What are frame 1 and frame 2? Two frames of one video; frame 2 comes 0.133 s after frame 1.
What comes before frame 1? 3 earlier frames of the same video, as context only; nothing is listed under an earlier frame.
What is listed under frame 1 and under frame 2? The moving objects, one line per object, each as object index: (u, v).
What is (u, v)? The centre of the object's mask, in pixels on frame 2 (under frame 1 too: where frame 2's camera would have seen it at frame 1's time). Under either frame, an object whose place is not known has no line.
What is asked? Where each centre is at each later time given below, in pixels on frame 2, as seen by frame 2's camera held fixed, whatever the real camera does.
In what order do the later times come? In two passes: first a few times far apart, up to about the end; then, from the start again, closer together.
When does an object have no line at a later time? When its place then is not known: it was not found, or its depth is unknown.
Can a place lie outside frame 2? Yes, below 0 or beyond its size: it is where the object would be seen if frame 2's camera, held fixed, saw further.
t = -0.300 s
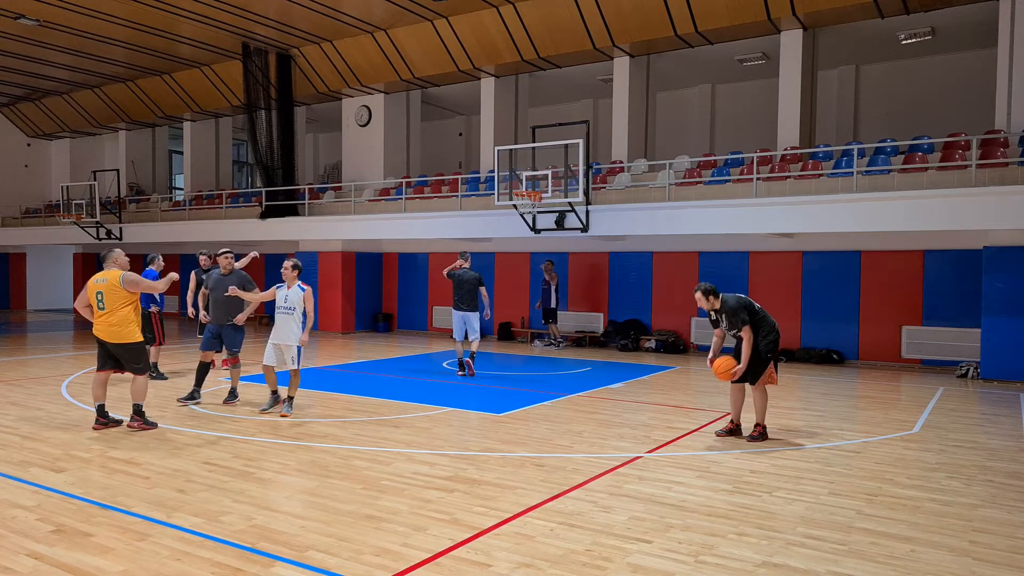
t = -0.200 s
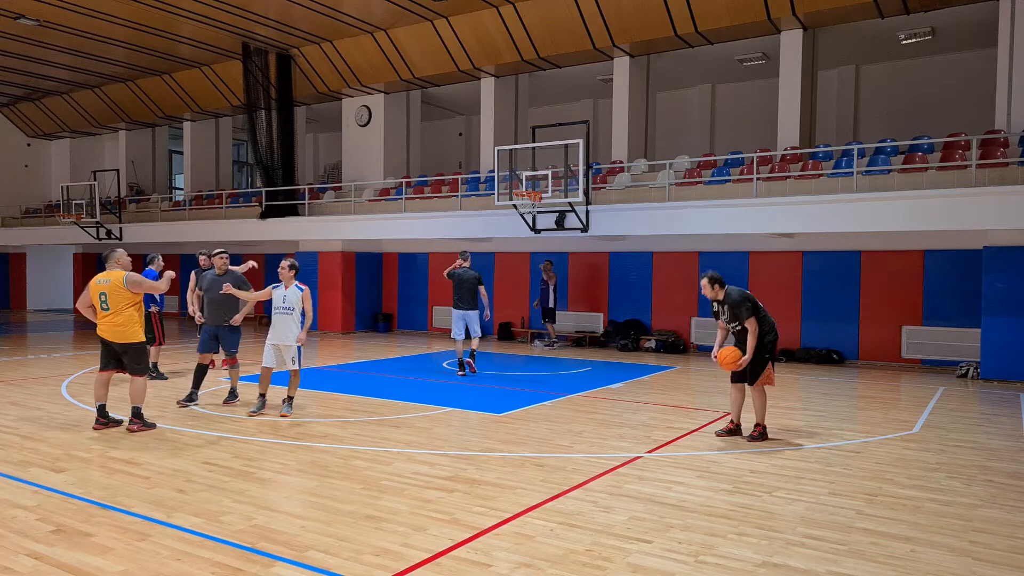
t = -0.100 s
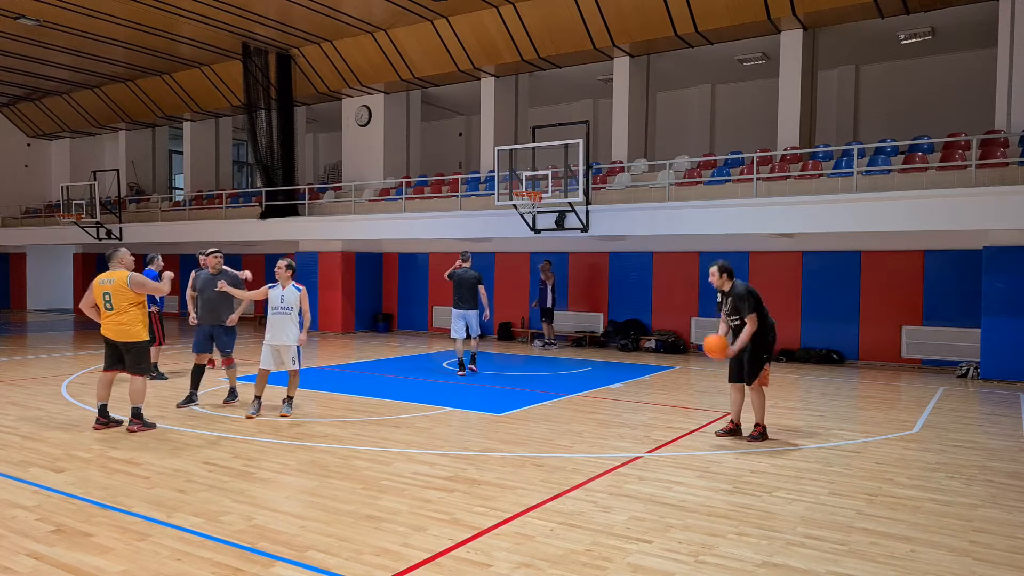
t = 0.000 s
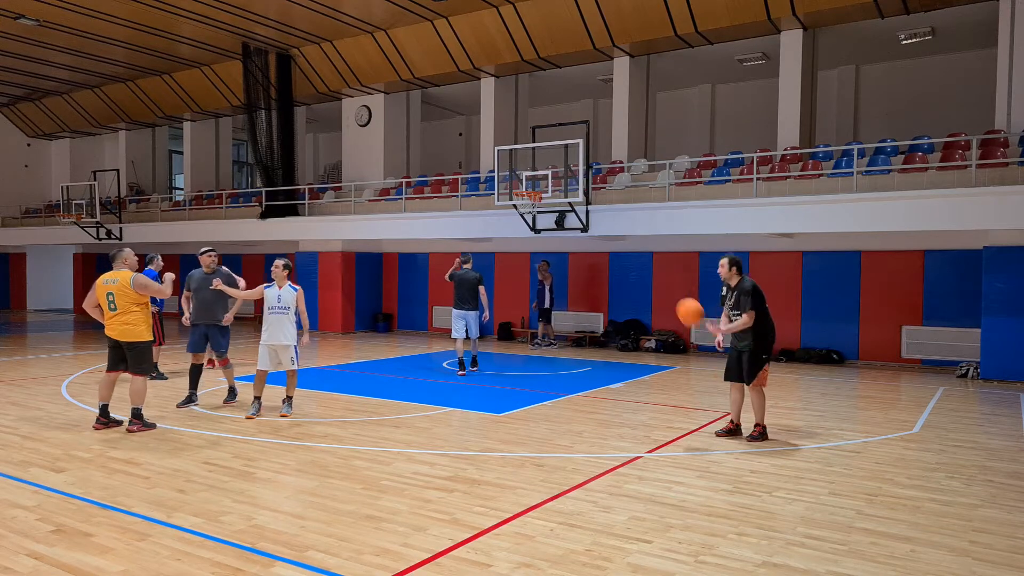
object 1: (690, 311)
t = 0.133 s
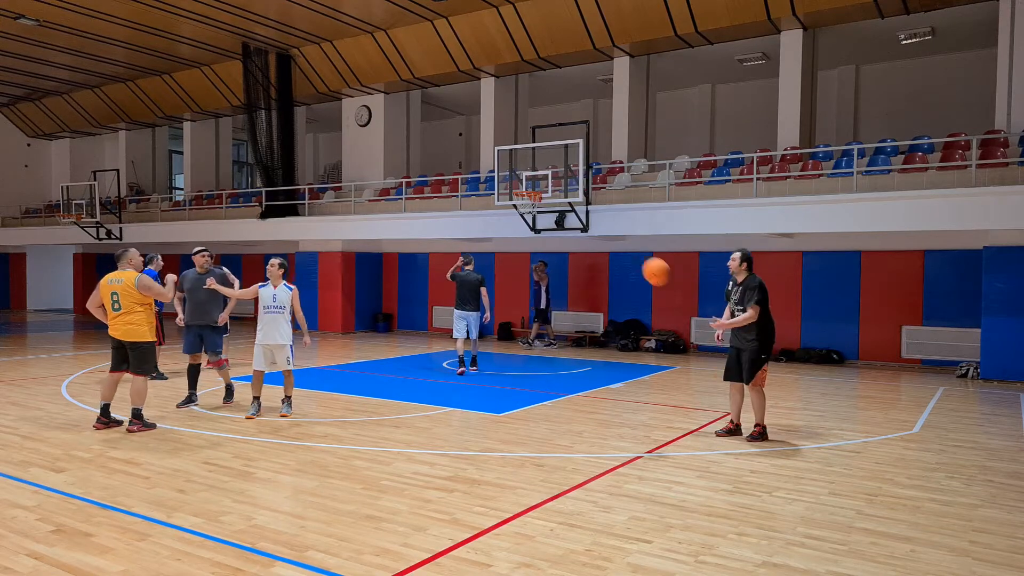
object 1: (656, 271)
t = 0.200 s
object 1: (639, 258)
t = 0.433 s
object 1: (579, 244)
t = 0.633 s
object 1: (527, 277)
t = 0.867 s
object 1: (468, 366)
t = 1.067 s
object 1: (425, 390)
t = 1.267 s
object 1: (388, 332)
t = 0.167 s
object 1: (648, 264)
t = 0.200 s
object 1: (639, 258)
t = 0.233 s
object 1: (631, 252)
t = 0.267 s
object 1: (623, 248)
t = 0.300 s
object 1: (614, 245)
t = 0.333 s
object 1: (605, 243)
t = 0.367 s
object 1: (597, 243)
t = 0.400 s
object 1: (588, 243)
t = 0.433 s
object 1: (579, 244)
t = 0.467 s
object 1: (570, 247)
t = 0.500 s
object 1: (561, 251)
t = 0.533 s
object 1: (552, 256)
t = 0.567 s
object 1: (544, 262)
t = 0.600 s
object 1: (535, 269)
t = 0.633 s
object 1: (527, 277)
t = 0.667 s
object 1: (518, 287)
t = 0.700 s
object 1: (509, 297)
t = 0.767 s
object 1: (493, 321)
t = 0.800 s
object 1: (485, 335)
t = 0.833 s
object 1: (476, 351)
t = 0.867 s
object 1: (468, 366)
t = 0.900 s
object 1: (459, 384)
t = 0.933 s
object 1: (452, 400)
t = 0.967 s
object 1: (443, 421)
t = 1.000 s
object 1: (437, 420)
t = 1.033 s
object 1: (430, 401)
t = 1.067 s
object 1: (425, 390)
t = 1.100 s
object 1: (419, 378)
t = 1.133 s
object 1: (412, 367)
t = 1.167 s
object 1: (407, 356)
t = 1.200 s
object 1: (400, 347)
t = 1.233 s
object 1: (394, 338)
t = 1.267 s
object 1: (388, 332)
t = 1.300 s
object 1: (383, 327)
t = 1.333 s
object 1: (376, 323)
